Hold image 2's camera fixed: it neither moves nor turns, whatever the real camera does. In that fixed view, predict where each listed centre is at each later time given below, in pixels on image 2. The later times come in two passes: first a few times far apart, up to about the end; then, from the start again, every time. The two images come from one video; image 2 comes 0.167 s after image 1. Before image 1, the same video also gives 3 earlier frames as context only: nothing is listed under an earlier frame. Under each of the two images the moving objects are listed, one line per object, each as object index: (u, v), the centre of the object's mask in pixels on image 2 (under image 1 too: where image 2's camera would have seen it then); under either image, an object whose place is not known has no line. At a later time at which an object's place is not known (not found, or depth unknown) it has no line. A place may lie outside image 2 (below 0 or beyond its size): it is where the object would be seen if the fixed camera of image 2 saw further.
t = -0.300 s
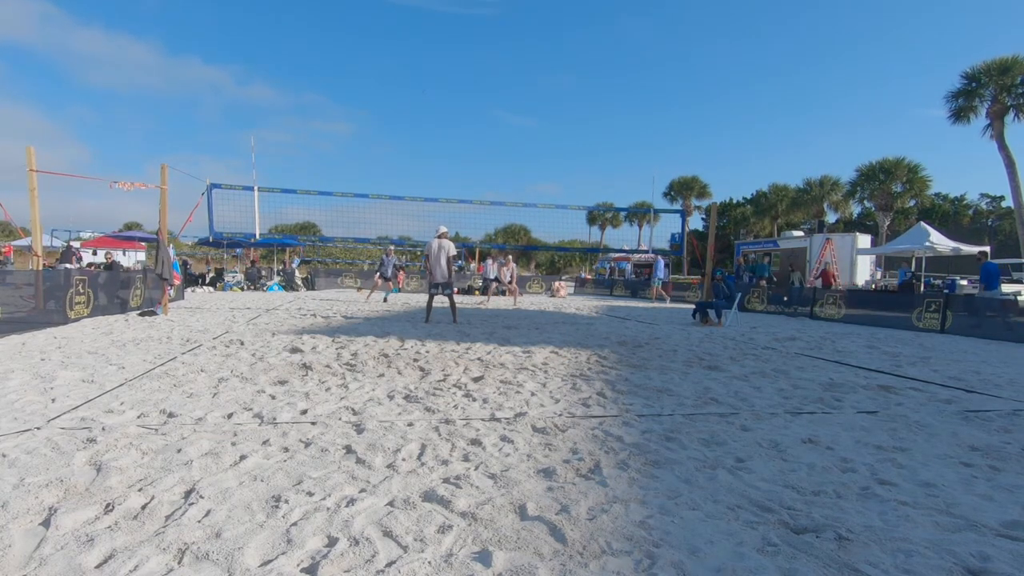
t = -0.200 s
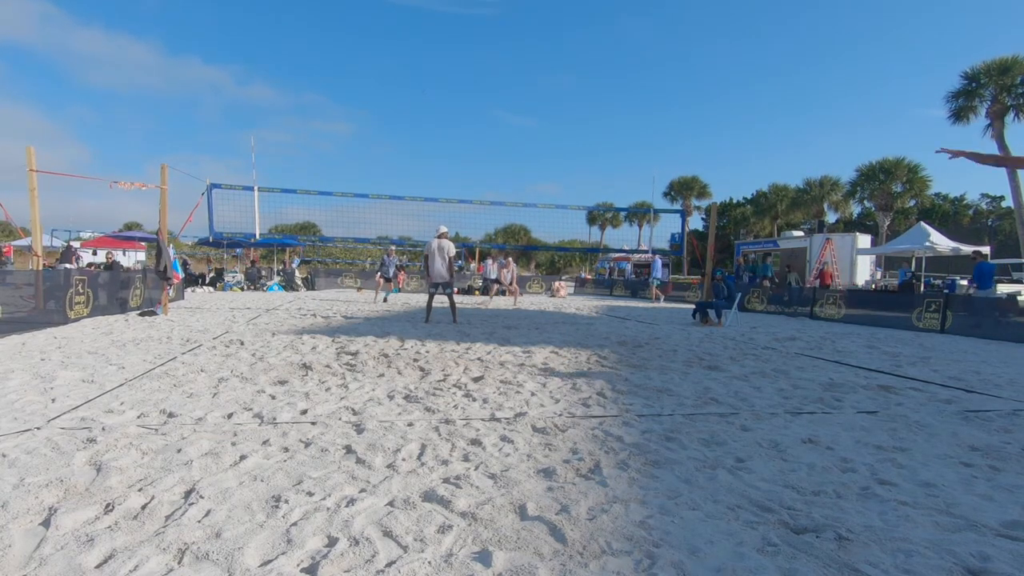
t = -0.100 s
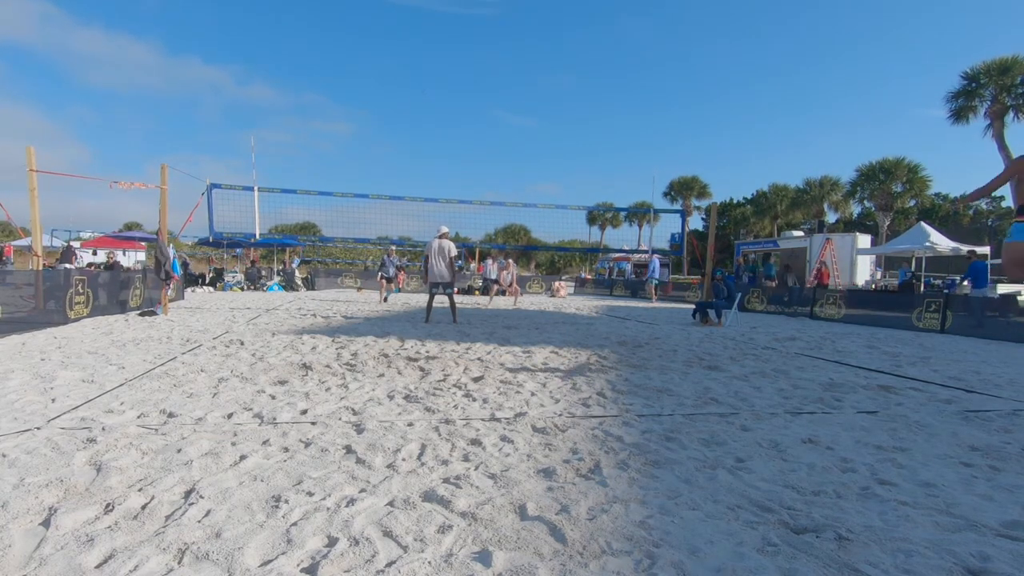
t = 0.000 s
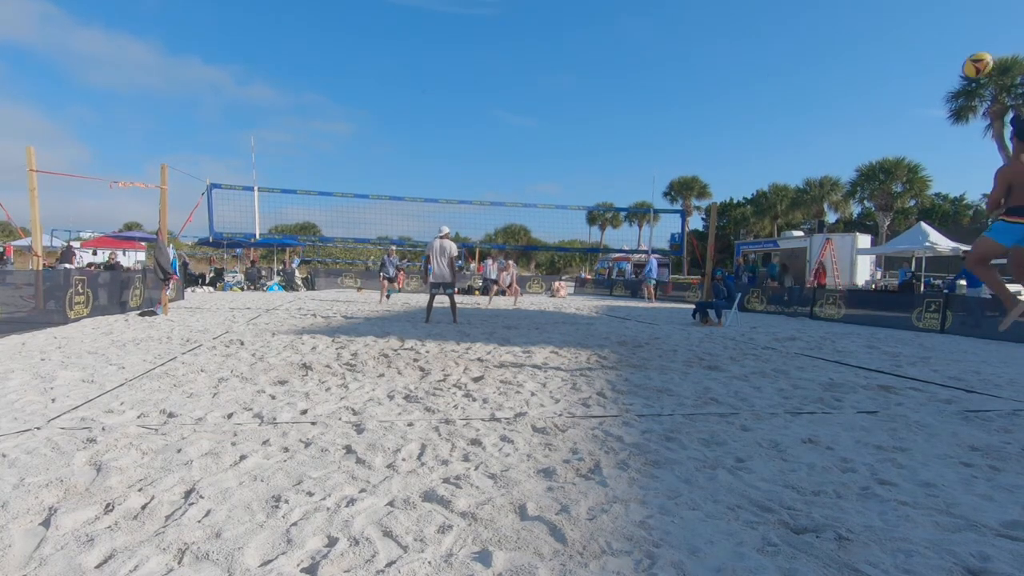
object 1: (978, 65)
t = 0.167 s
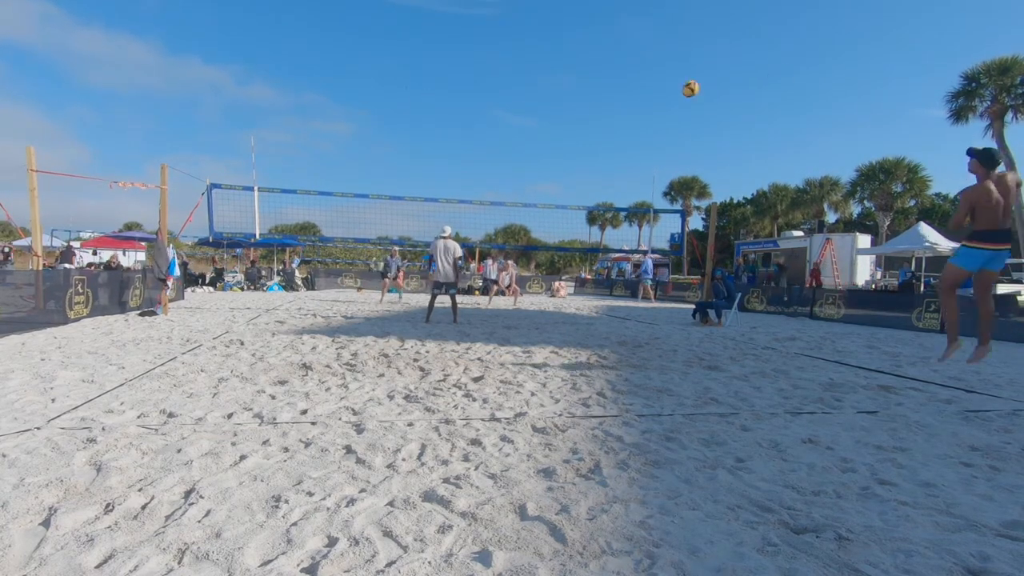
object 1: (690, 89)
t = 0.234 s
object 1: (624, 104)
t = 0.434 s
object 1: (496, 157)
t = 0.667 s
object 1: (409, 225)
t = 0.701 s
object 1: (400, 235)
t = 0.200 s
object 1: (655, 96)
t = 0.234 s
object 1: (624, 104)
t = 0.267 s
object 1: (597, 112)
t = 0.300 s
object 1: (573, 121)
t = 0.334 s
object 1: (551, 130)
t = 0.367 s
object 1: (531, 139)
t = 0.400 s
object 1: (512, 148)
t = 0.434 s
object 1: (496, 157)
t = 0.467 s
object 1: (481, 167)
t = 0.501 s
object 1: (467, 177)
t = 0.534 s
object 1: (453, 186)
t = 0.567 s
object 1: (442, 195)
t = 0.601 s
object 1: (430, 206)
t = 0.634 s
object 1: (420, 215)
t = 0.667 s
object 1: (409, 225)
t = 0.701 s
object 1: (400, 235)
